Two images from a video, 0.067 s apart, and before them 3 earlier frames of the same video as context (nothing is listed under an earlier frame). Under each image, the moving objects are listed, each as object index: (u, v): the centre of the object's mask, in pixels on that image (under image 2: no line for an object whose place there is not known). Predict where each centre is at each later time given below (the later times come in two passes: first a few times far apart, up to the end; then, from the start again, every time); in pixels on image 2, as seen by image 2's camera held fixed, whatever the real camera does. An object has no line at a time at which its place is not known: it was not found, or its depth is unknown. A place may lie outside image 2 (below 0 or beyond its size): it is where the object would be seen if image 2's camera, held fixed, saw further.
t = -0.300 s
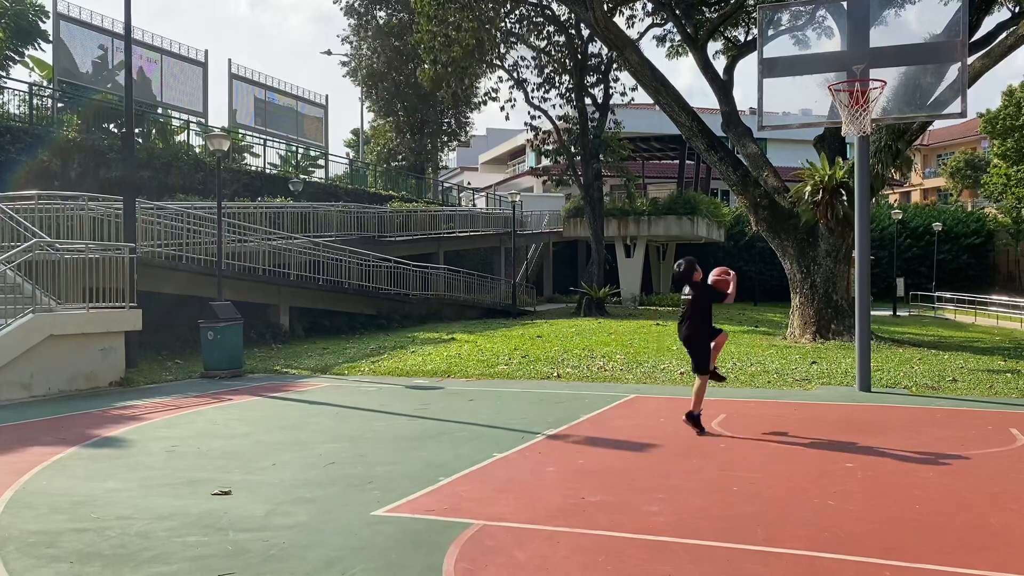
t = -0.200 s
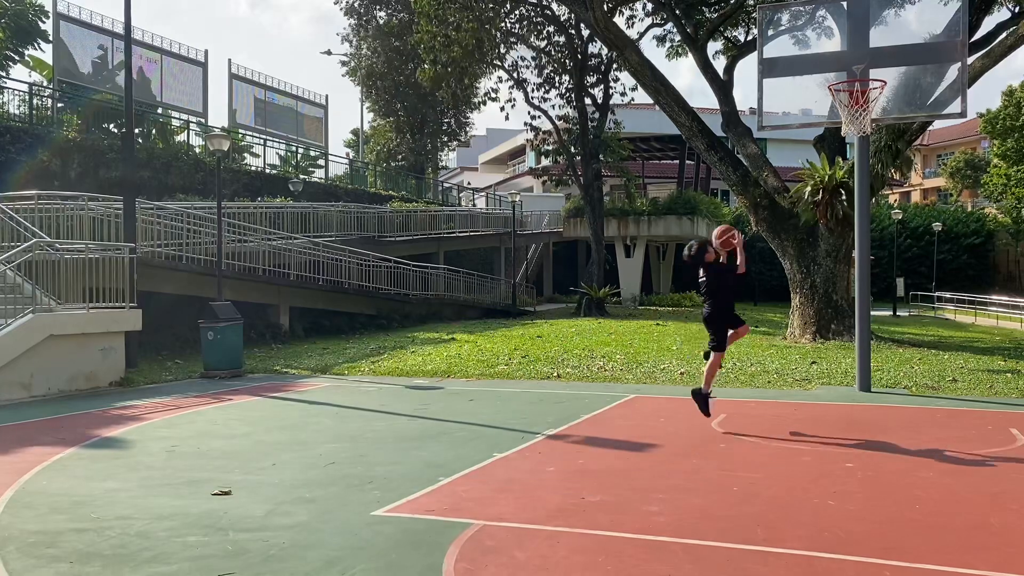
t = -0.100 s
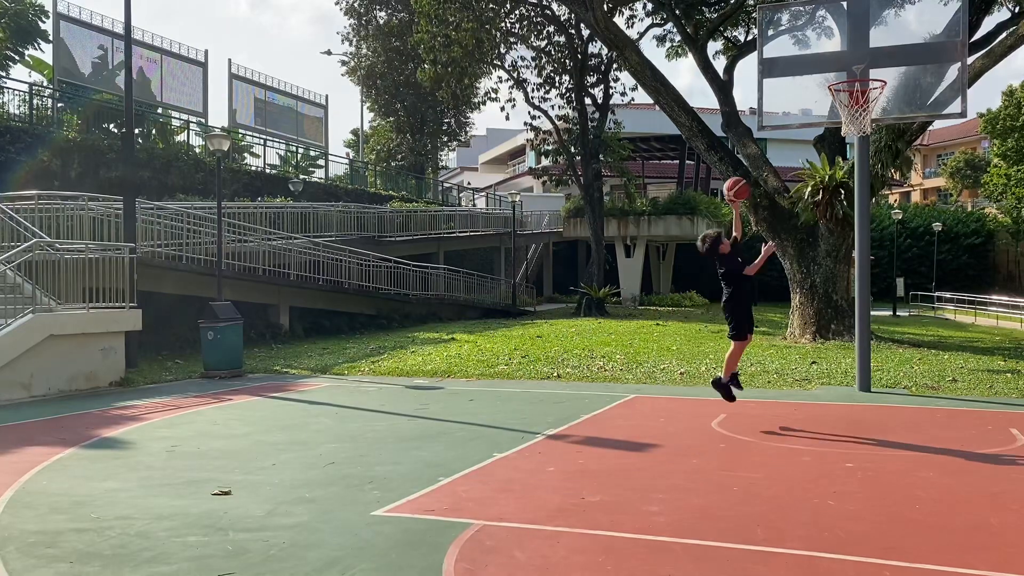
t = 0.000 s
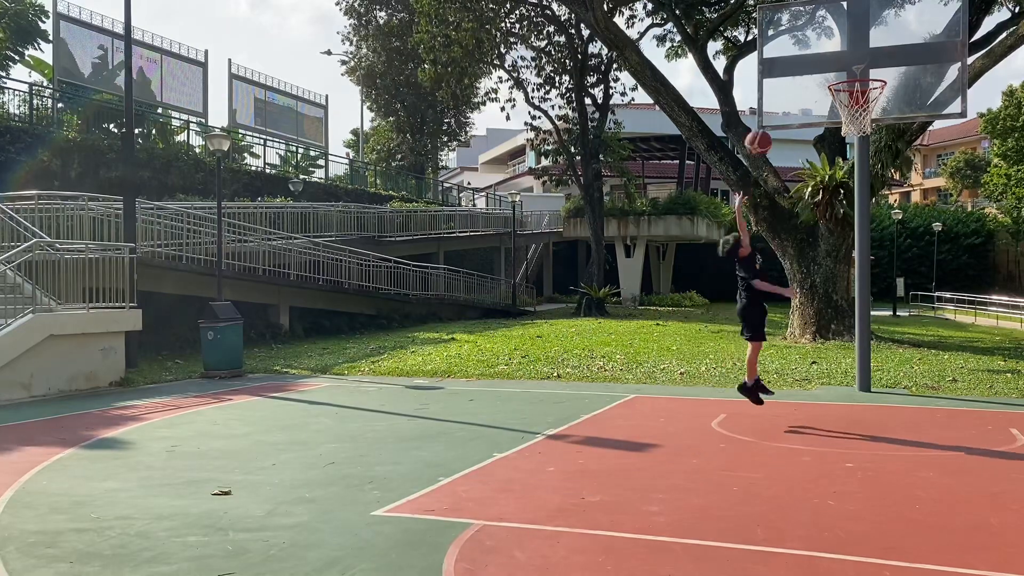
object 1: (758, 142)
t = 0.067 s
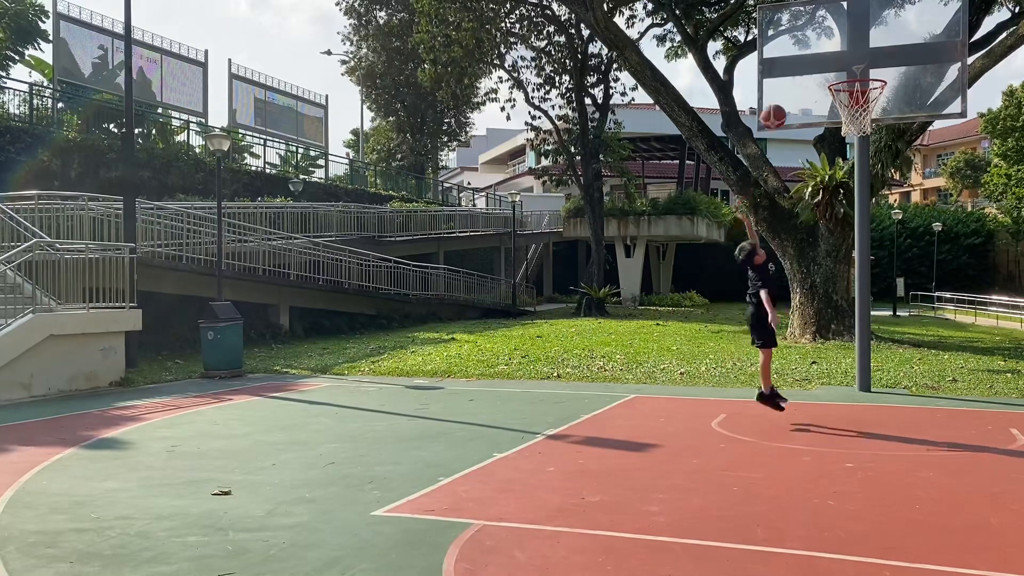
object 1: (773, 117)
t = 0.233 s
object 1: (810, 75)
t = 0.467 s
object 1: (842, 68)
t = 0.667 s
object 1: (861, 102)
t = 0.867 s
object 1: (858, 146)
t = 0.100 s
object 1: (780, 106)
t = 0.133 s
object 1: (788, 97)
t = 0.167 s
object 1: (795, 88)
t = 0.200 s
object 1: (803, 81)
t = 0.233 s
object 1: (810, 75)
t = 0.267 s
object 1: (817, 72)
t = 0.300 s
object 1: (822, 68)
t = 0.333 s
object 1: (825, 66)
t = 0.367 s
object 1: (830, 65)
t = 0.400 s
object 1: (834, 64)
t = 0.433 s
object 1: (838, 66)
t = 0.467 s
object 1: (842, 68)
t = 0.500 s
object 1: (847, 70)
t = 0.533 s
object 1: (851, 72)
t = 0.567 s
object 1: (854, 82)
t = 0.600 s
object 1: (858, 91)
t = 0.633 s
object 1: (859, 96)
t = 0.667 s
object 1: (861, 102)
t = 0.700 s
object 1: (860, 110)
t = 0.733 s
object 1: (860, 114)
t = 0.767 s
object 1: (858, 126)
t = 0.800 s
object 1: (858, 131)
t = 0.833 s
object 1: (858, 139)
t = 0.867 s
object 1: (858, 146)
